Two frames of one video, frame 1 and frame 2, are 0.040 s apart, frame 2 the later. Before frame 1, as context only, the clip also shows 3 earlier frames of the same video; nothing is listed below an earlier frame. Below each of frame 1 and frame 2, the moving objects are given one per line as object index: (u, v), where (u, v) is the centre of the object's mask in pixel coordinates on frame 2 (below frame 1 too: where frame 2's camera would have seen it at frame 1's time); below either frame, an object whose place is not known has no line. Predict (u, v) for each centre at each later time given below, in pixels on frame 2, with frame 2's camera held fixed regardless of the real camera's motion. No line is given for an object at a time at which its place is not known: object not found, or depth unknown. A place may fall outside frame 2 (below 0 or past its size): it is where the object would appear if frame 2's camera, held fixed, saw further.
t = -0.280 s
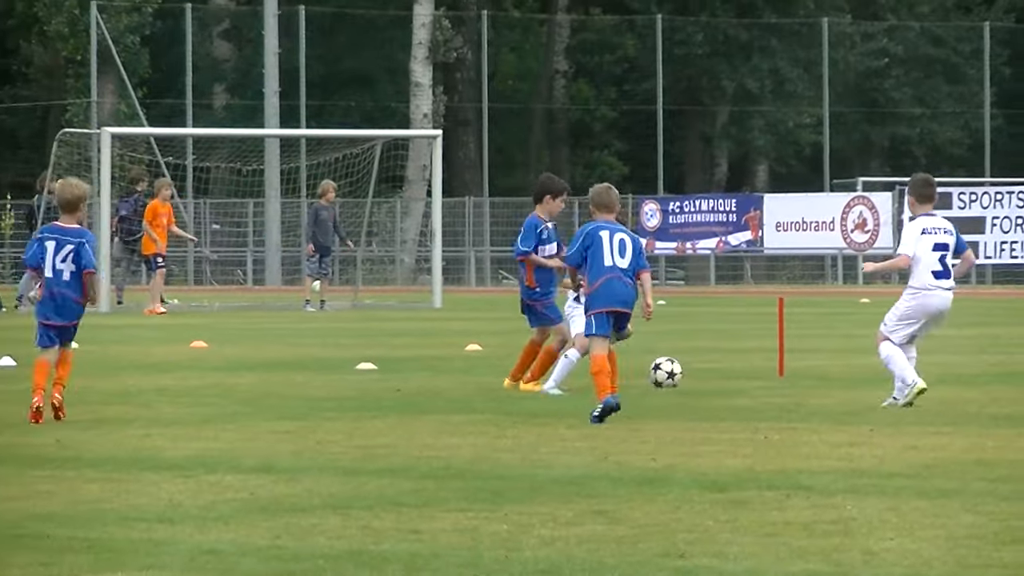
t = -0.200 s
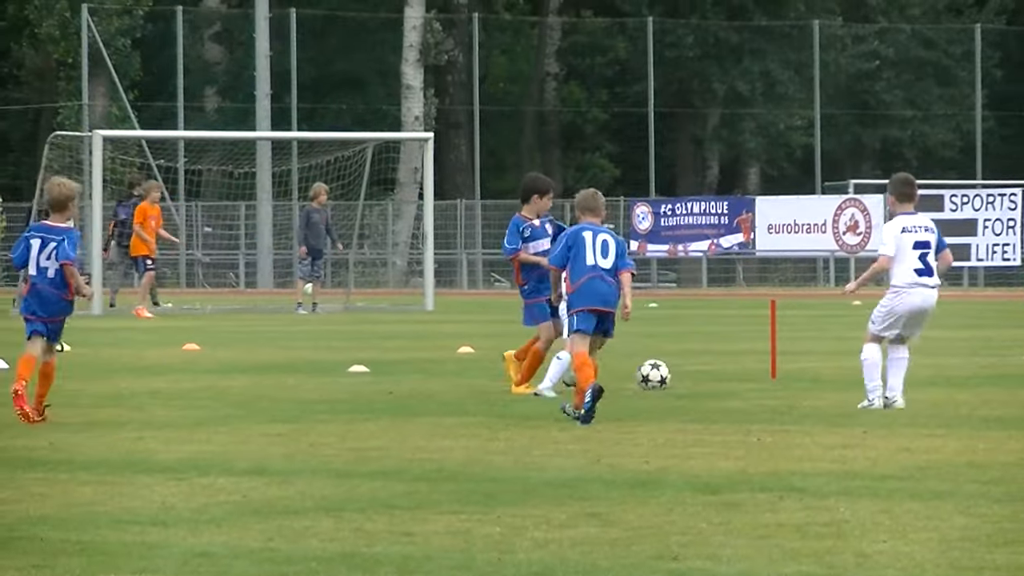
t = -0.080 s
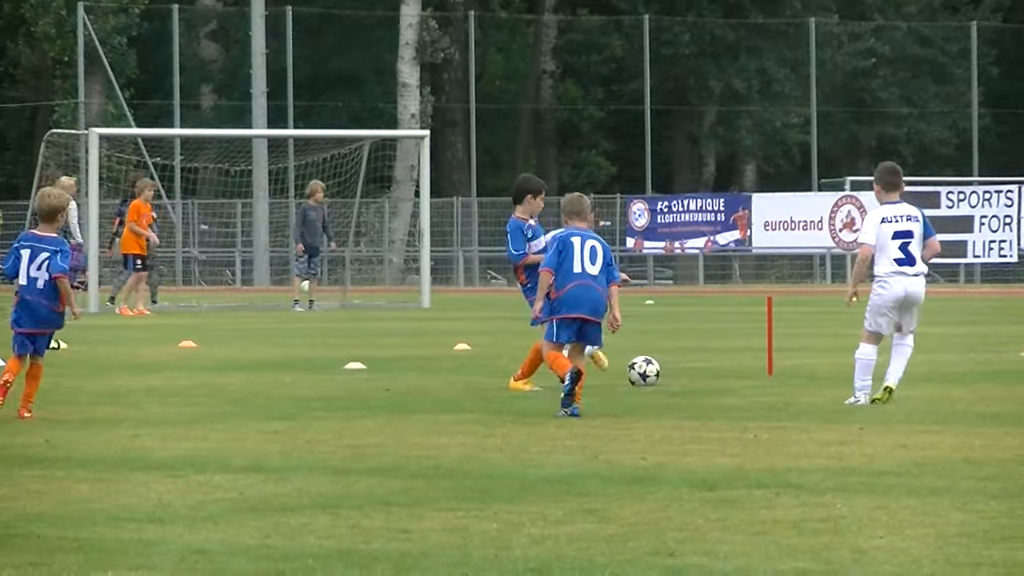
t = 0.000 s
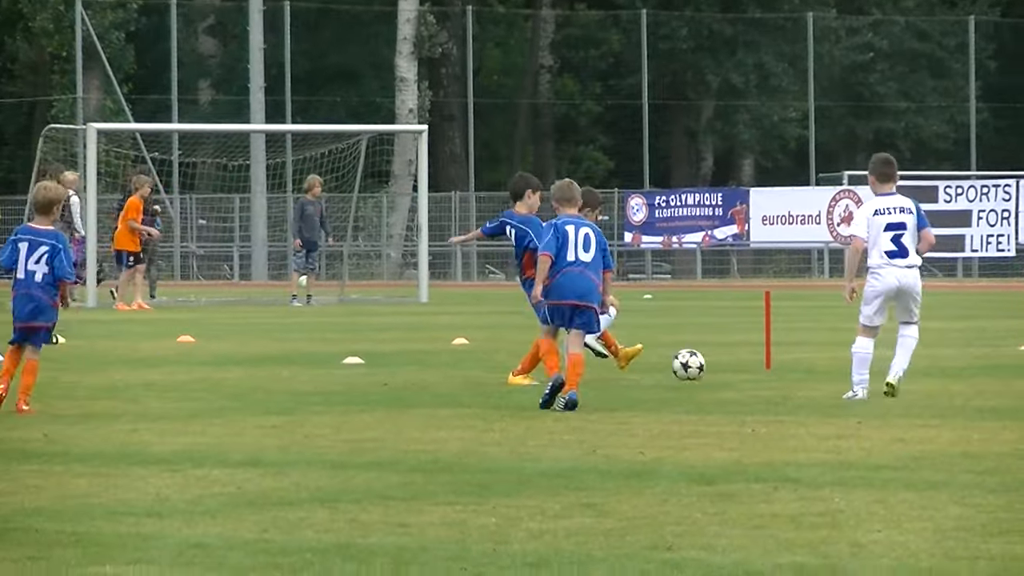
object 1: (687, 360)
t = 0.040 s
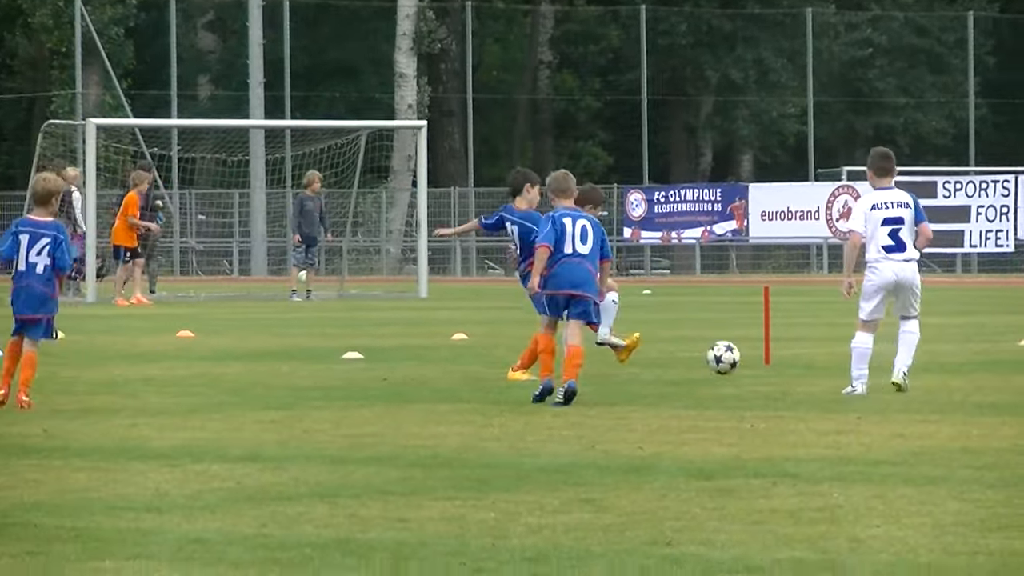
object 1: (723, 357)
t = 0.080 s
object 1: (760, 356)
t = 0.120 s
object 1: (796, 358)
